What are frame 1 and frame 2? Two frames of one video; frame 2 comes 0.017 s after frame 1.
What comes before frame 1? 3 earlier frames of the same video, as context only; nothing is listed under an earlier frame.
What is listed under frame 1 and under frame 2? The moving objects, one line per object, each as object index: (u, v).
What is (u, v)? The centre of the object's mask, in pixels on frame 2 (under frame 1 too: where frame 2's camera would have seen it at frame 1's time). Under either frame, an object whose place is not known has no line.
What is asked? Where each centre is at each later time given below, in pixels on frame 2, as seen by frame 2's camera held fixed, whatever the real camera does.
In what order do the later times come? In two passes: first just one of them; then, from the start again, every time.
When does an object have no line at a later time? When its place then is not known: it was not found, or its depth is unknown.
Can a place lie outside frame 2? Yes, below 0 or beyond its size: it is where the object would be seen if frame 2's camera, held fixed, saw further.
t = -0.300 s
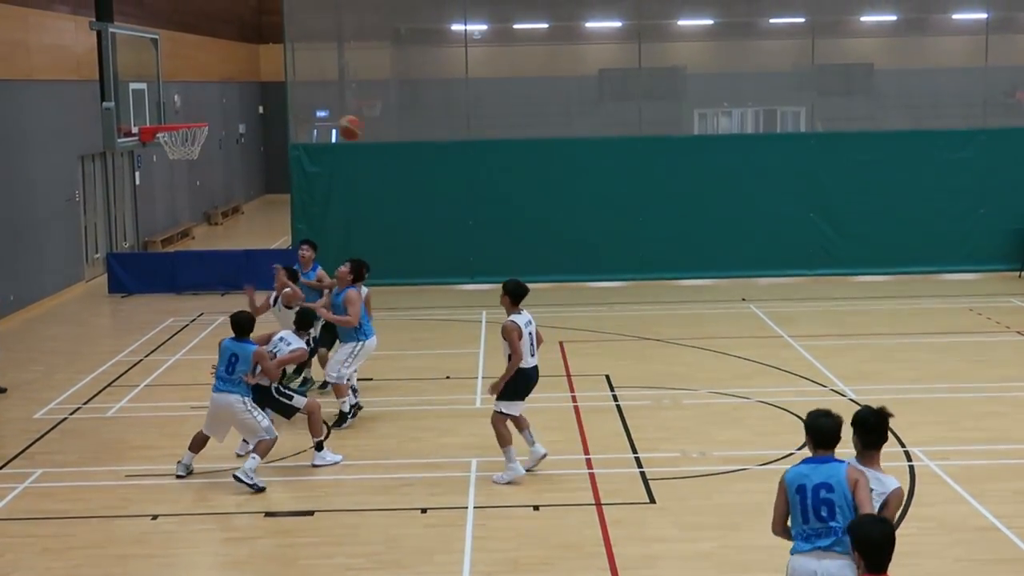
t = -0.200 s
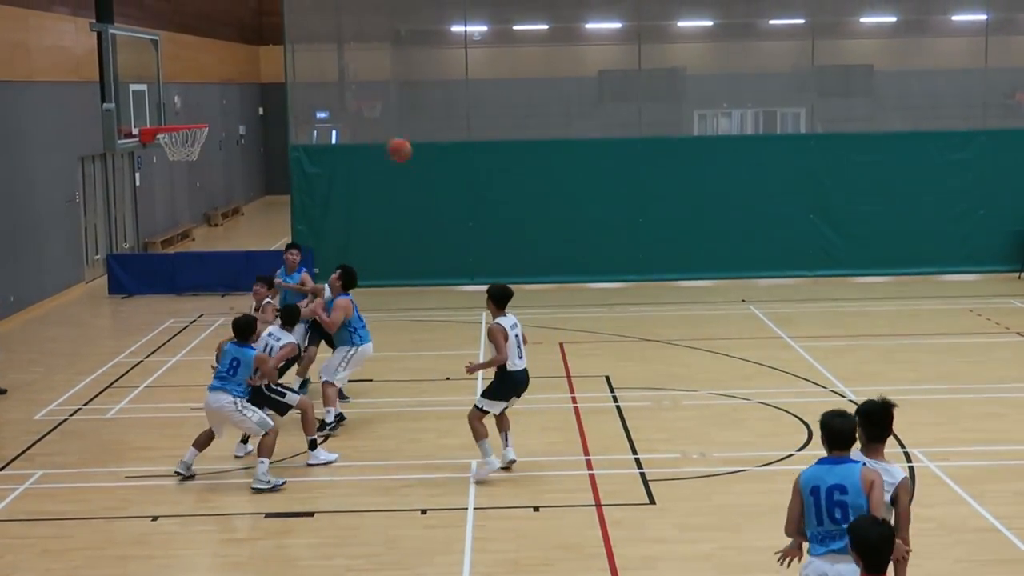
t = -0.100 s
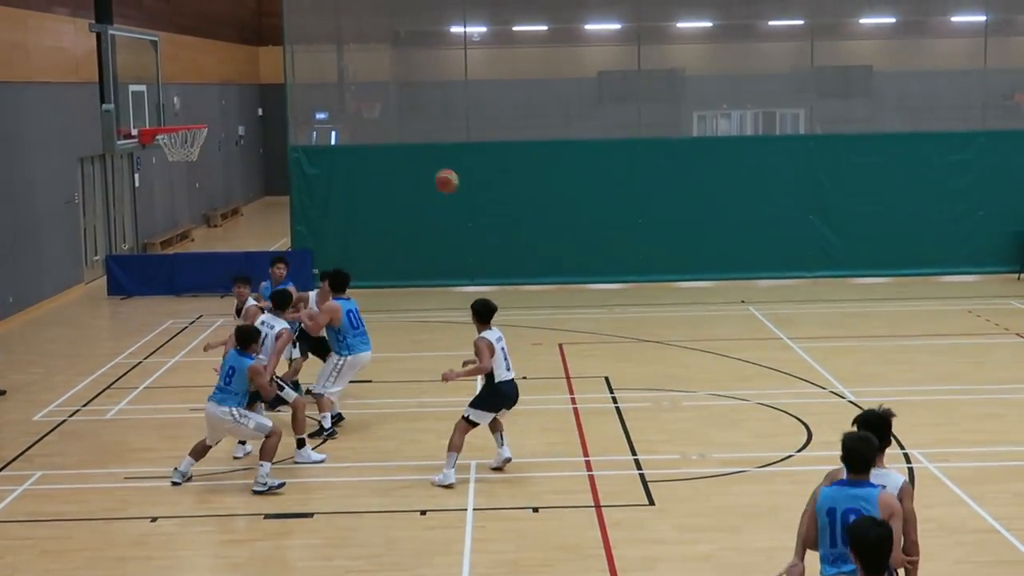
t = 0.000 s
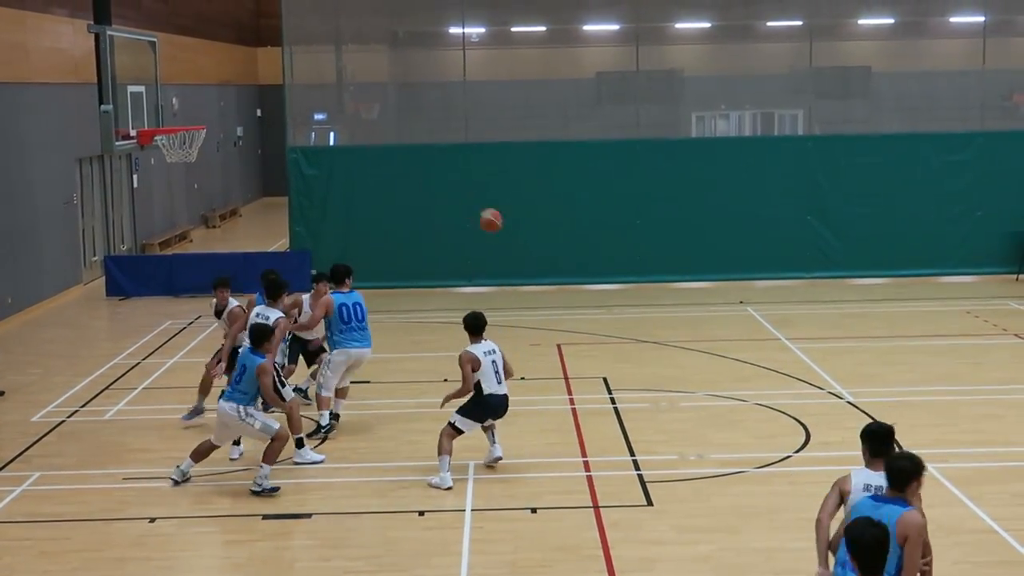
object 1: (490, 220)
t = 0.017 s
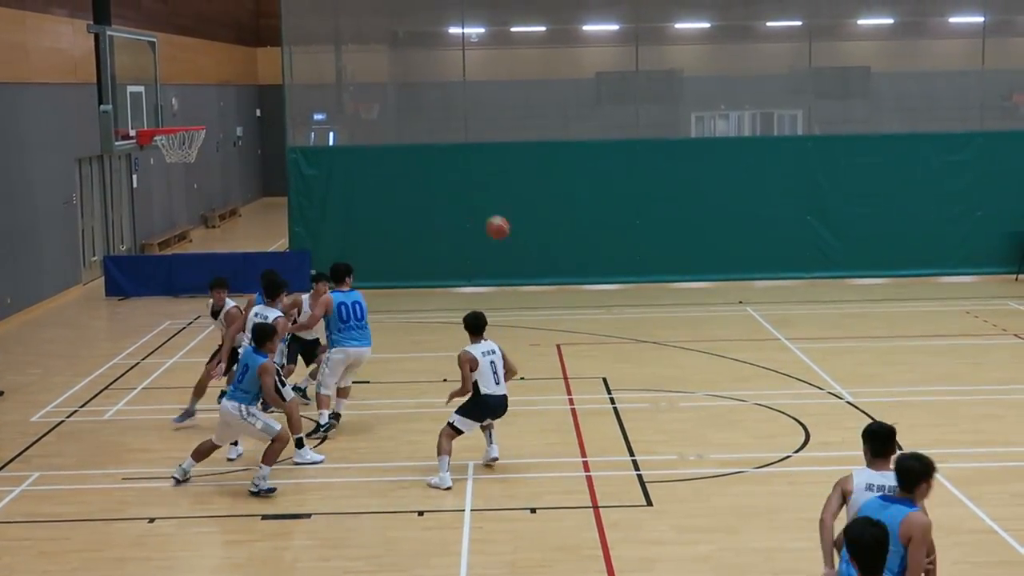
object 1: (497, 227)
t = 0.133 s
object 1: (549, 283)
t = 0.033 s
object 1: (505, 235)
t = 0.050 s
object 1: (512, 242)
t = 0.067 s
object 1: (519, 250)
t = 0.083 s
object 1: (527, 258)
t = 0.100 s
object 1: (534, 266)
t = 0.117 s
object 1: (542, 274)
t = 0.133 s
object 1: (549, 283)
